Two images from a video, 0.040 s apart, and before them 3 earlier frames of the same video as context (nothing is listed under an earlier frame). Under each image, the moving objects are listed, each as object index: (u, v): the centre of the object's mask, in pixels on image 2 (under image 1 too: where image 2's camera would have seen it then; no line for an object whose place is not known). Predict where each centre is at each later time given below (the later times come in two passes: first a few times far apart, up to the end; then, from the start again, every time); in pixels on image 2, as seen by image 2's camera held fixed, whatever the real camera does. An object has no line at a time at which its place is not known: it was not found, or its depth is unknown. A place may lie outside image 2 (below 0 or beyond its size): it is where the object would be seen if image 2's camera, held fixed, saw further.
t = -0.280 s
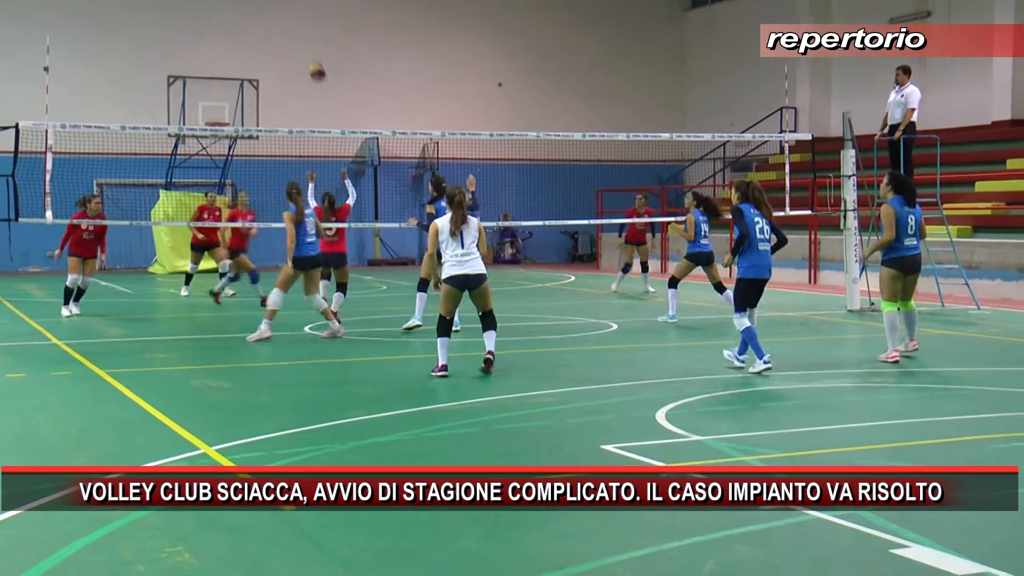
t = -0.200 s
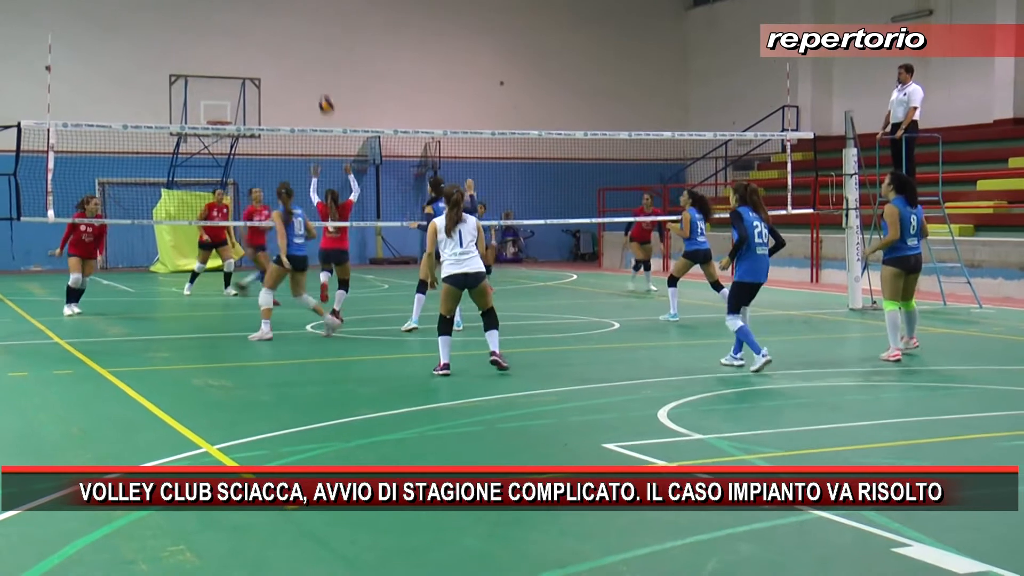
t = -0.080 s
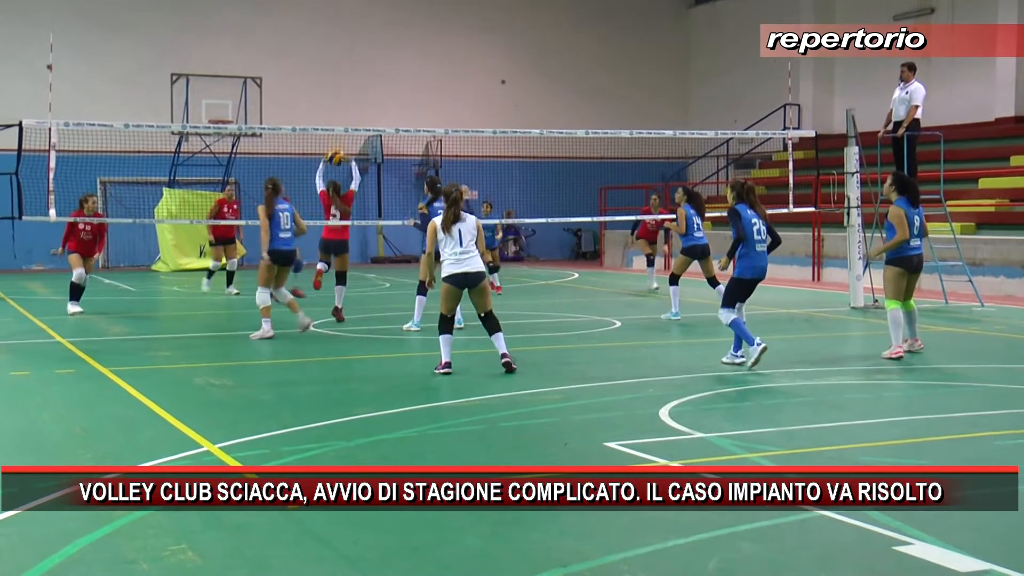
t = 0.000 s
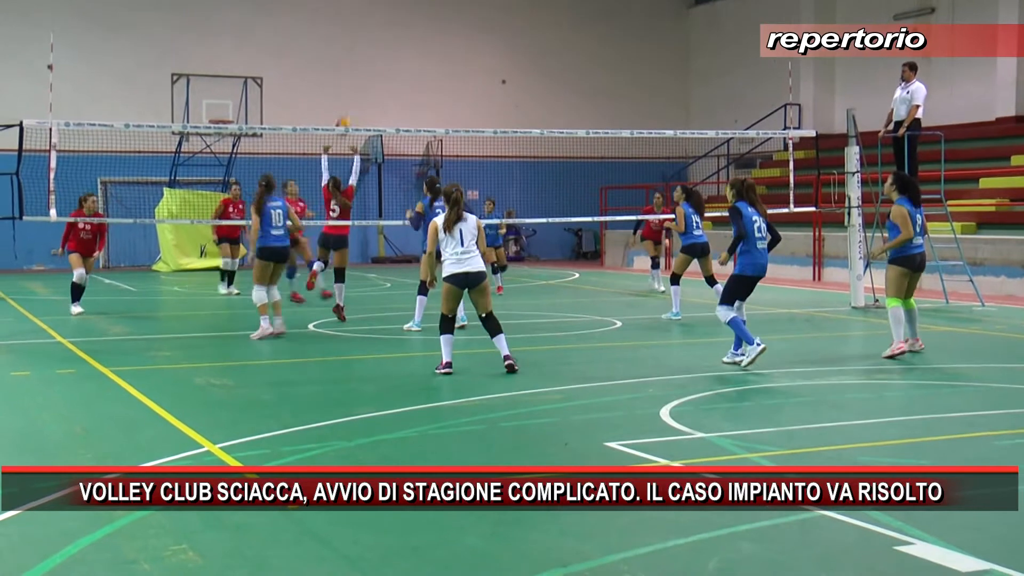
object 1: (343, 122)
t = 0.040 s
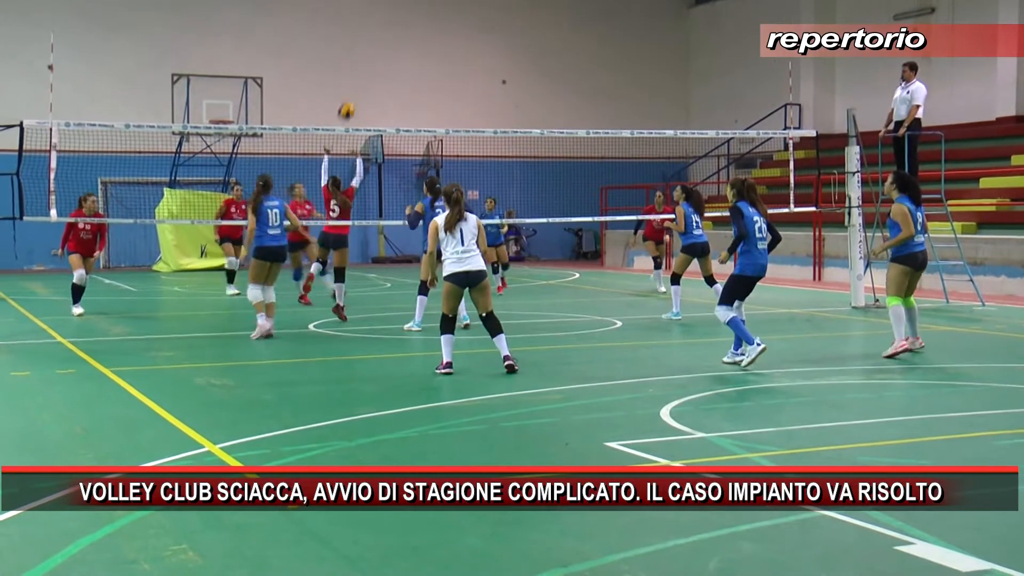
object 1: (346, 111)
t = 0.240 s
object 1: (362, 53)
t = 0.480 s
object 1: (381, 31)
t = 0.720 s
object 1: (398, 54)
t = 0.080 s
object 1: (350, 96)
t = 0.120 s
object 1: (353, 83)
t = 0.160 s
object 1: (356, 72)
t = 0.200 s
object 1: (359, 62)
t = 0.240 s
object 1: (362, 53)
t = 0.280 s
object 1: (366, 47)
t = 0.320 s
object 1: (369, 40)
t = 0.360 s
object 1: (372, 36)
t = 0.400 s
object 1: (375, 33)
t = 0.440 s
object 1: (378, 32)
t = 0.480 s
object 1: (381, 31)
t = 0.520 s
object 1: (383, 32)
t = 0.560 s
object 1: (386, 34)
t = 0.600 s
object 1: (389, 38)
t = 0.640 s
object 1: (392, 43)
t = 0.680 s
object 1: (395, 47)
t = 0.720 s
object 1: (398, 54)
